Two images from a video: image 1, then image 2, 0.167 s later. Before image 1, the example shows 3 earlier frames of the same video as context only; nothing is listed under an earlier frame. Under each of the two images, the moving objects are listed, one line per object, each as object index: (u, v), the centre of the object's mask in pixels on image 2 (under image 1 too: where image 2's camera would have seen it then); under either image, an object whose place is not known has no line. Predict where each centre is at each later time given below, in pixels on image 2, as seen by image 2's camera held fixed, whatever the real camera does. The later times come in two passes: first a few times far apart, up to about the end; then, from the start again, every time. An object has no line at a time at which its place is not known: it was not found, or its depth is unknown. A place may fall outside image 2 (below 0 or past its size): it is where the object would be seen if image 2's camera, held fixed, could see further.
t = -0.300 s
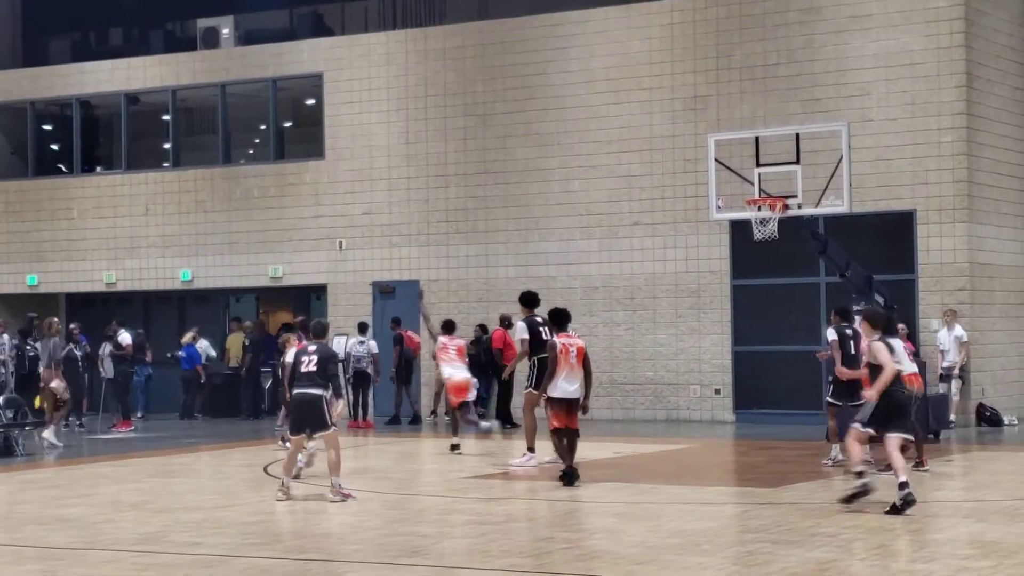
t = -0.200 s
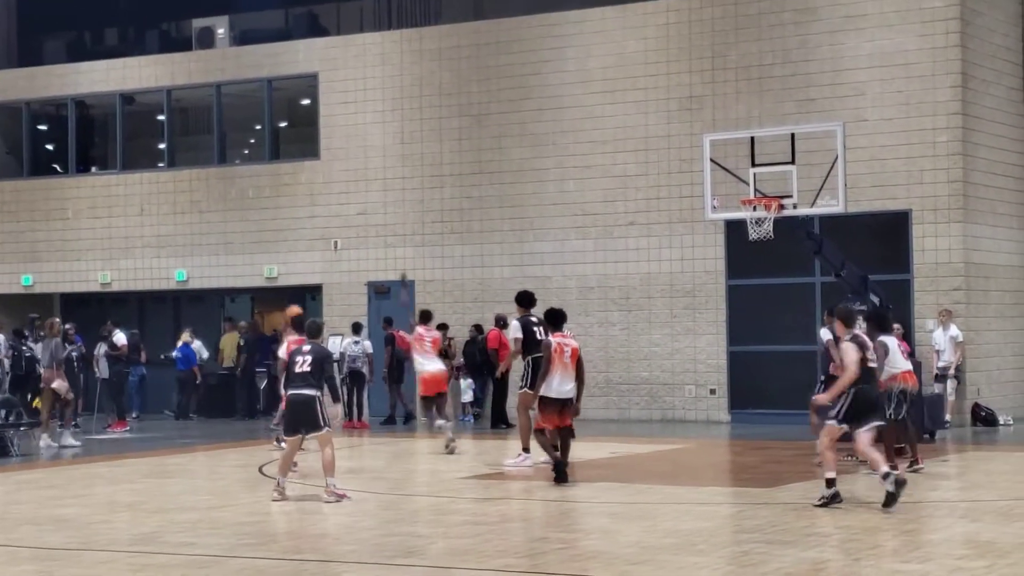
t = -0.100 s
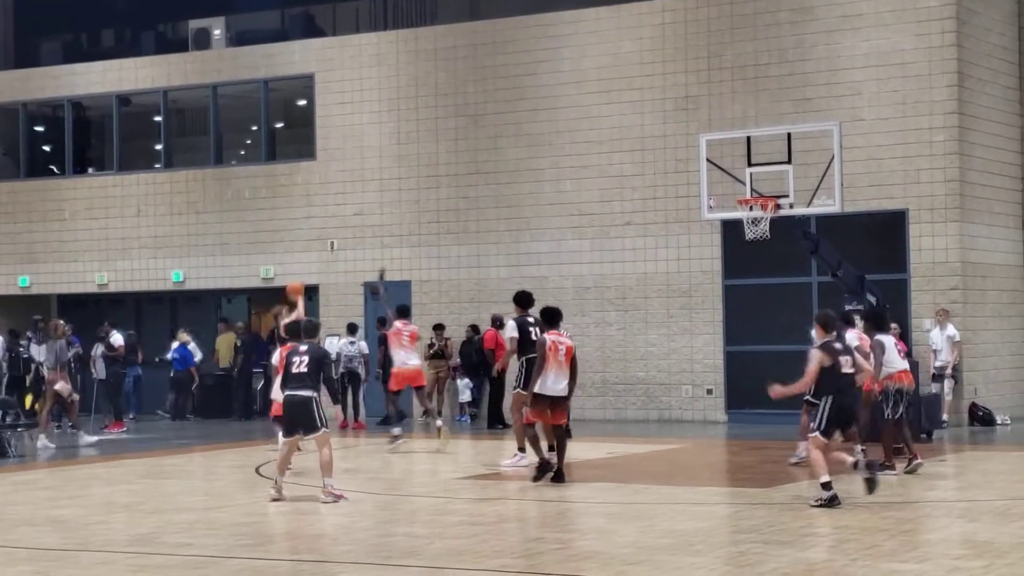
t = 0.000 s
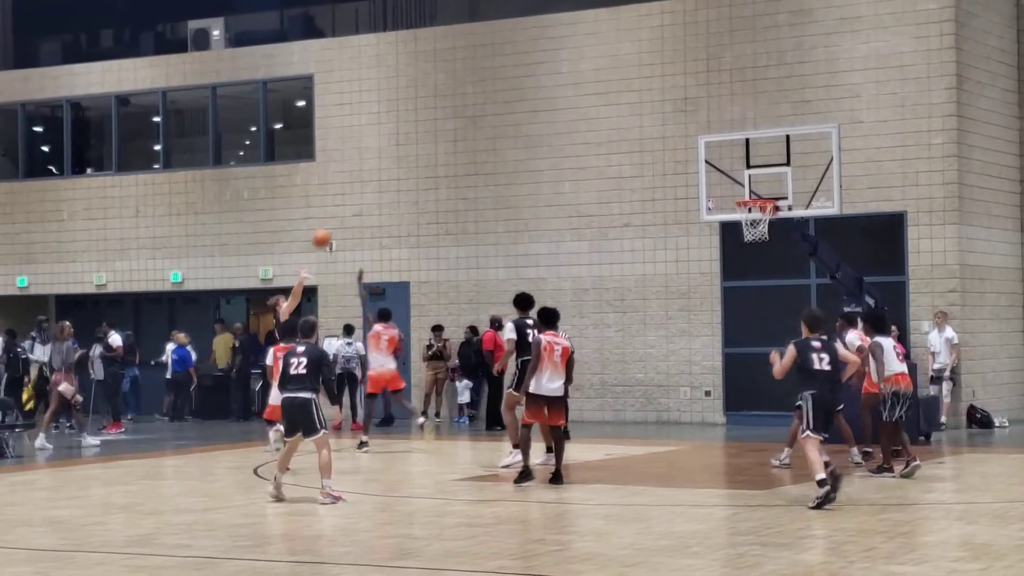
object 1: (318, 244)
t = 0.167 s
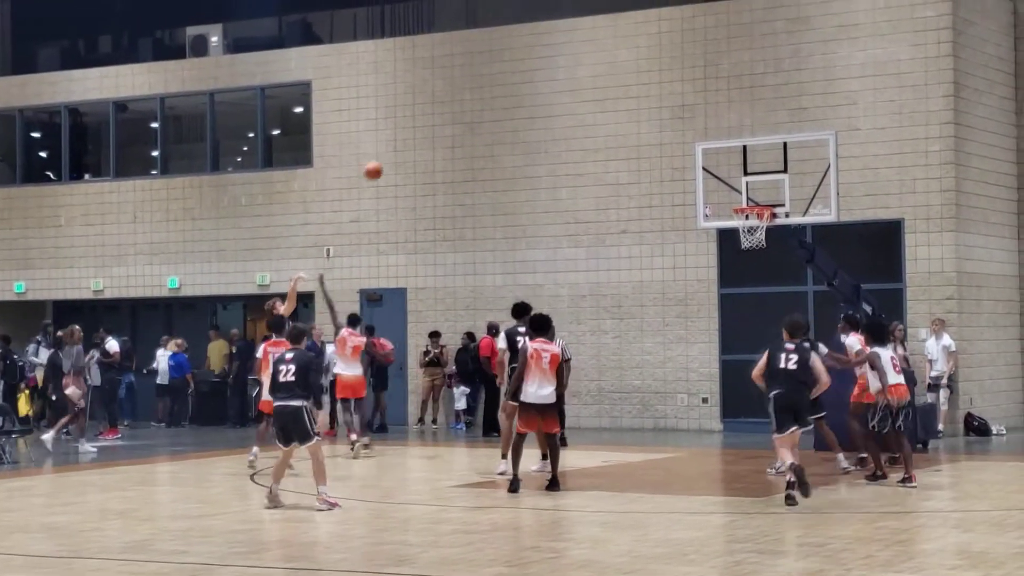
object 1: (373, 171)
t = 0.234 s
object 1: (395, 146)
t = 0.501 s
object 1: (483, 80)
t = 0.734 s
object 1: (562, 64)
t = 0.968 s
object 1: (644, 90)
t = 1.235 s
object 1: (742, 173)
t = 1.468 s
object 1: (758, 139)
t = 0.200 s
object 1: (384, 158)
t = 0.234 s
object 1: (395, 146)
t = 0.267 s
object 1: (405, 135)
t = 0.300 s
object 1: (417, 126)
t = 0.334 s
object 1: (427, 116)
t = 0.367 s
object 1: (438, 108)
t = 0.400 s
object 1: (449, 99)
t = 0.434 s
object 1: (460, 92)
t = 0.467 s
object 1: (472, 86)
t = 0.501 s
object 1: (483, 80)
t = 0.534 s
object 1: (495, 75)
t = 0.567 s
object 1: (505, 71)
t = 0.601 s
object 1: (516, 68)
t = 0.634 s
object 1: (528, 66)
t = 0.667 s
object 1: (539, 65)
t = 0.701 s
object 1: (550, 64)
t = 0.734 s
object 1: (562, 64)
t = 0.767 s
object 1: (574, 65)
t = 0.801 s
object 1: (585, 67)
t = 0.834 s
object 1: (597, 70)
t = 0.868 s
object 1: (609, 74)
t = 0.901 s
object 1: (621, 79)
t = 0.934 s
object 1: (633, 85)
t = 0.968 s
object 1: (644, 90)
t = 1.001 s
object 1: (655, 96)
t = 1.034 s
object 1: (668, 105)
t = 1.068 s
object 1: (681, 113)
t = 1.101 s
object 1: (693, 123)
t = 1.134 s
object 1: (706, 133)
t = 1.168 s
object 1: (717, 145)
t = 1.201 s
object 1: (729, 159)
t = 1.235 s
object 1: (742, 173)
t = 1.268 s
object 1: (755, 188)
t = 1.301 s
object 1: (765, 198)
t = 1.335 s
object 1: (763, 187)
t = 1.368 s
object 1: (762, 172)
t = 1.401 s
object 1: (759, 162)
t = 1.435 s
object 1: (759, 151)
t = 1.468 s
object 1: (758, 139)
